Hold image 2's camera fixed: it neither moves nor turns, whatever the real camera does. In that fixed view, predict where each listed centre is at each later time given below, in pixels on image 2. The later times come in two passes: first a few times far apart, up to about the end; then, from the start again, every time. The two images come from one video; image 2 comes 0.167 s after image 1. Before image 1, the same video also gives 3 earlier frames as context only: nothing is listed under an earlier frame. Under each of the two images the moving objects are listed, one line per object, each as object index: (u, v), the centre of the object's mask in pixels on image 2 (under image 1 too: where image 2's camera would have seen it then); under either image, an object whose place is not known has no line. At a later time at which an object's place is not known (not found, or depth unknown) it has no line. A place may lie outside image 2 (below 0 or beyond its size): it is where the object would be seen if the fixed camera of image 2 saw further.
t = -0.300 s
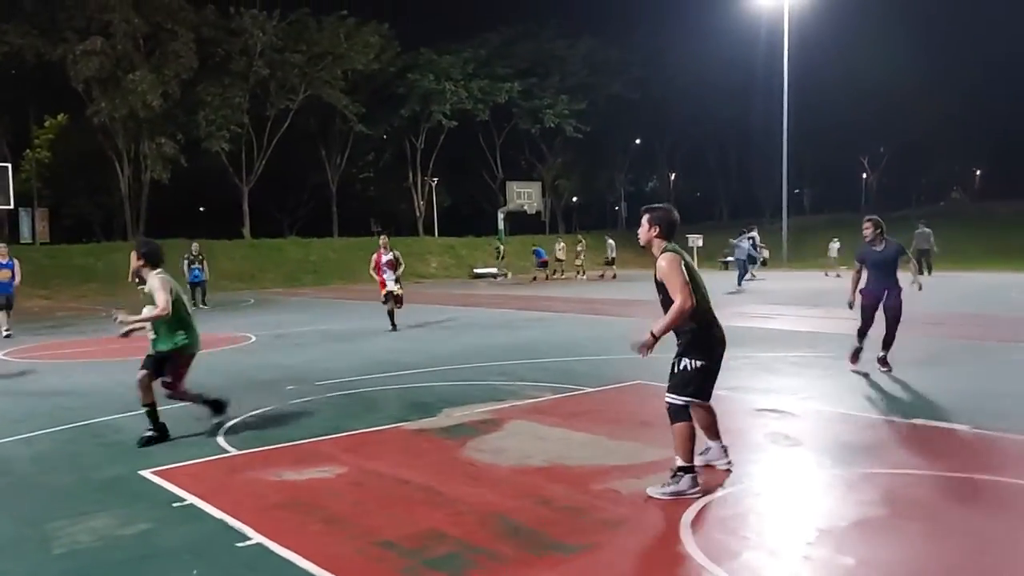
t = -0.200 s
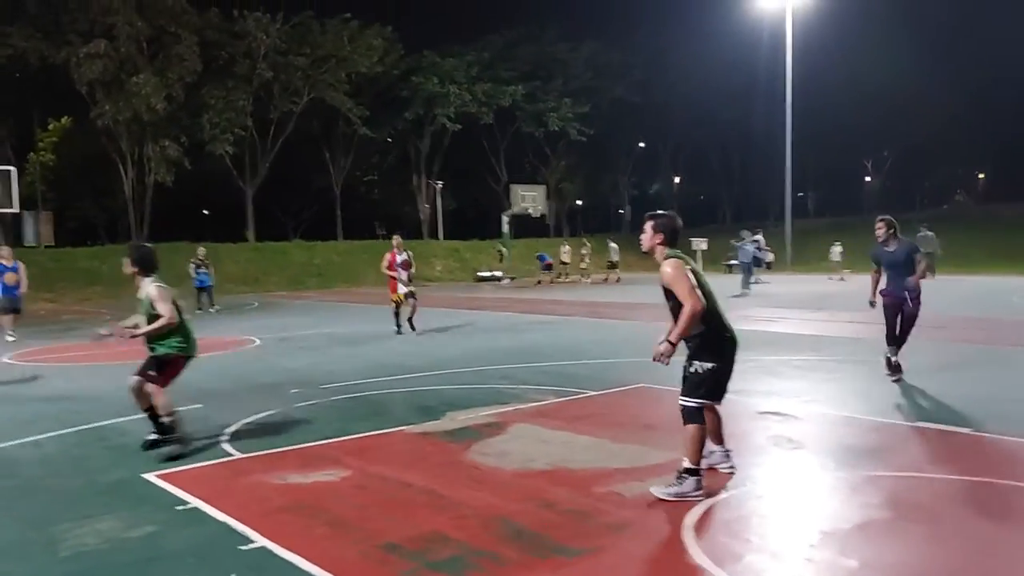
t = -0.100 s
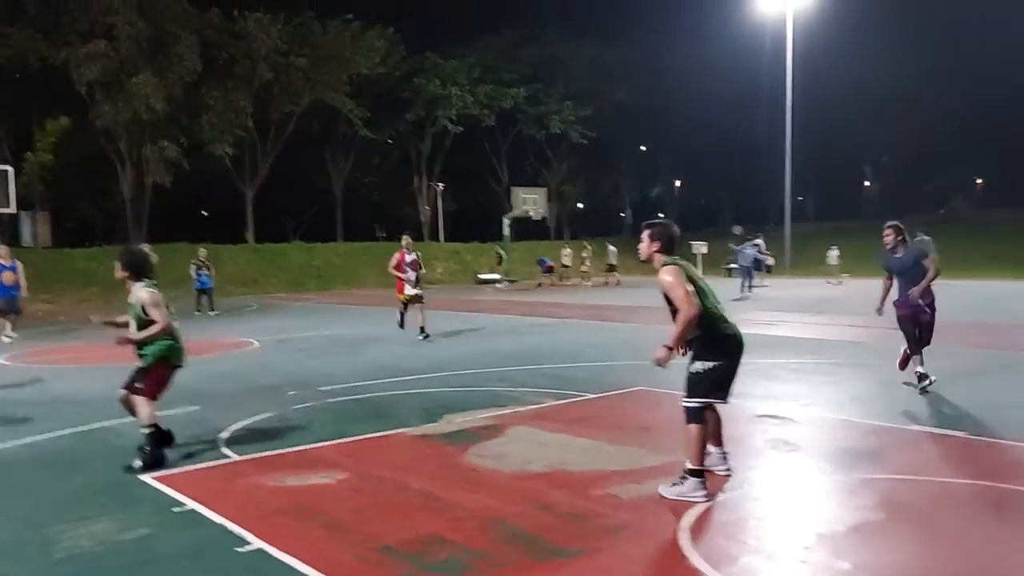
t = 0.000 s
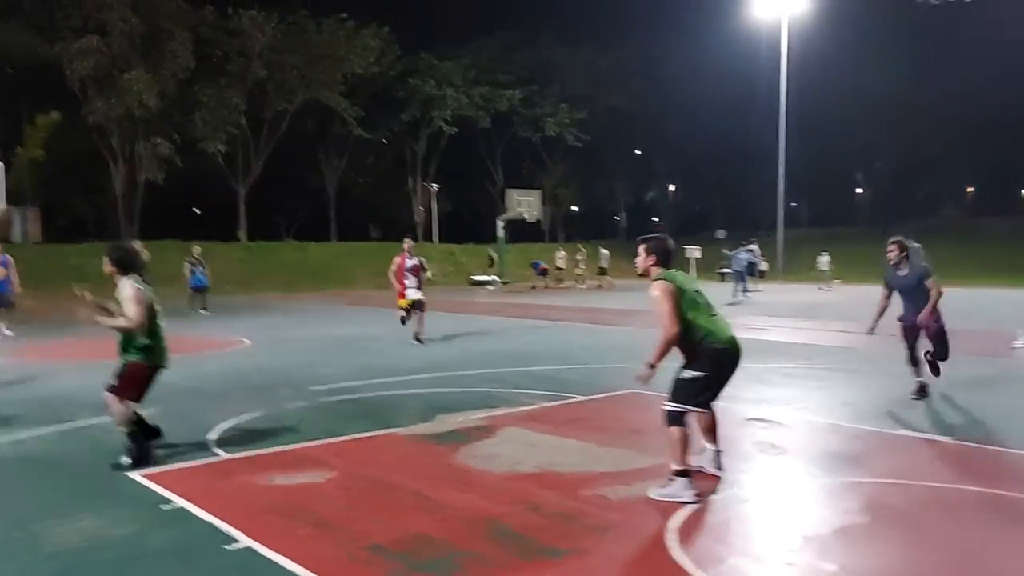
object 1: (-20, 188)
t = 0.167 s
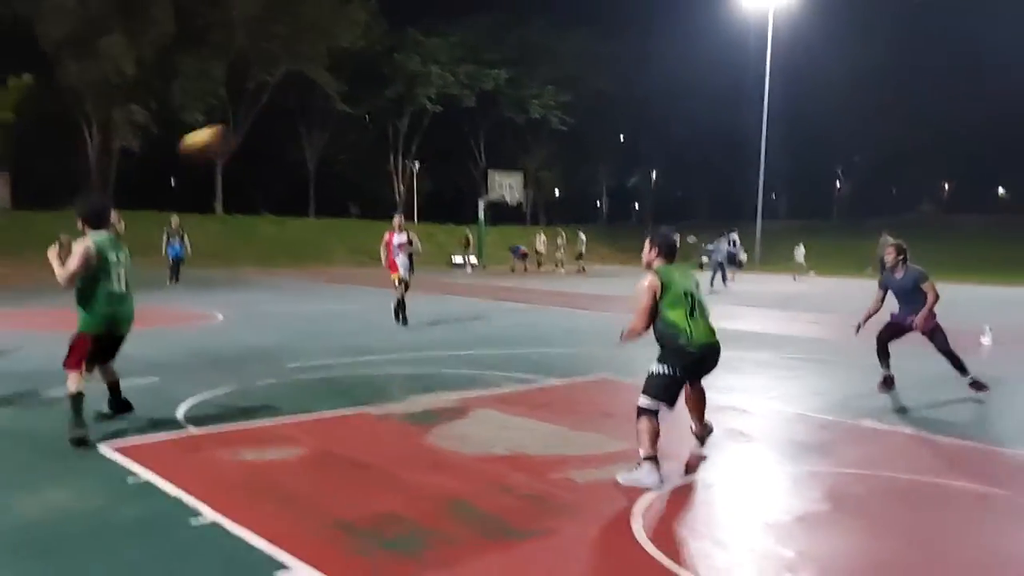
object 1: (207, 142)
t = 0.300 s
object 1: (383, 128)
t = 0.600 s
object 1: (754, 165)
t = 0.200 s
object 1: (251, 137)
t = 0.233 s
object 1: (298, 133)
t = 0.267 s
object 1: (339, 130)
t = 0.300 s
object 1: (383, 128)
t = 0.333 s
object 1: (428, 128)
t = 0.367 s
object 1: (471, 129)
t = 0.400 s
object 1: (513, 131)
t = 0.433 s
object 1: (554, 134)
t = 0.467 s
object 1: (596, 138)
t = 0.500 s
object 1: (637, 144)
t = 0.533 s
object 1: (676, 150)
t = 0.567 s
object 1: (716, 157)
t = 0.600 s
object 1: (754, 165)
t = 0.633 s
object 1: (792, 175)
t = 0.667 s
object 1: (831, 186)
